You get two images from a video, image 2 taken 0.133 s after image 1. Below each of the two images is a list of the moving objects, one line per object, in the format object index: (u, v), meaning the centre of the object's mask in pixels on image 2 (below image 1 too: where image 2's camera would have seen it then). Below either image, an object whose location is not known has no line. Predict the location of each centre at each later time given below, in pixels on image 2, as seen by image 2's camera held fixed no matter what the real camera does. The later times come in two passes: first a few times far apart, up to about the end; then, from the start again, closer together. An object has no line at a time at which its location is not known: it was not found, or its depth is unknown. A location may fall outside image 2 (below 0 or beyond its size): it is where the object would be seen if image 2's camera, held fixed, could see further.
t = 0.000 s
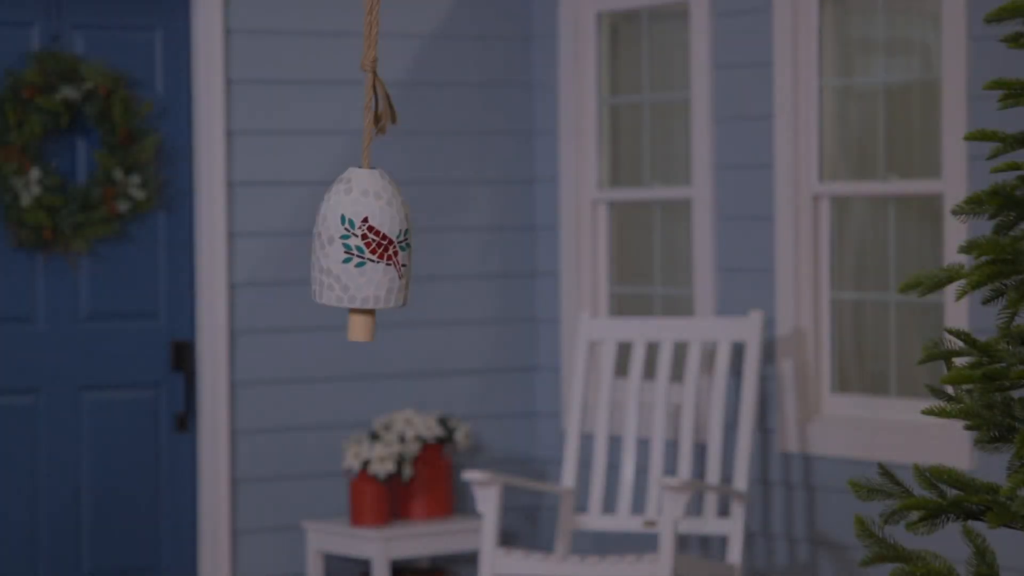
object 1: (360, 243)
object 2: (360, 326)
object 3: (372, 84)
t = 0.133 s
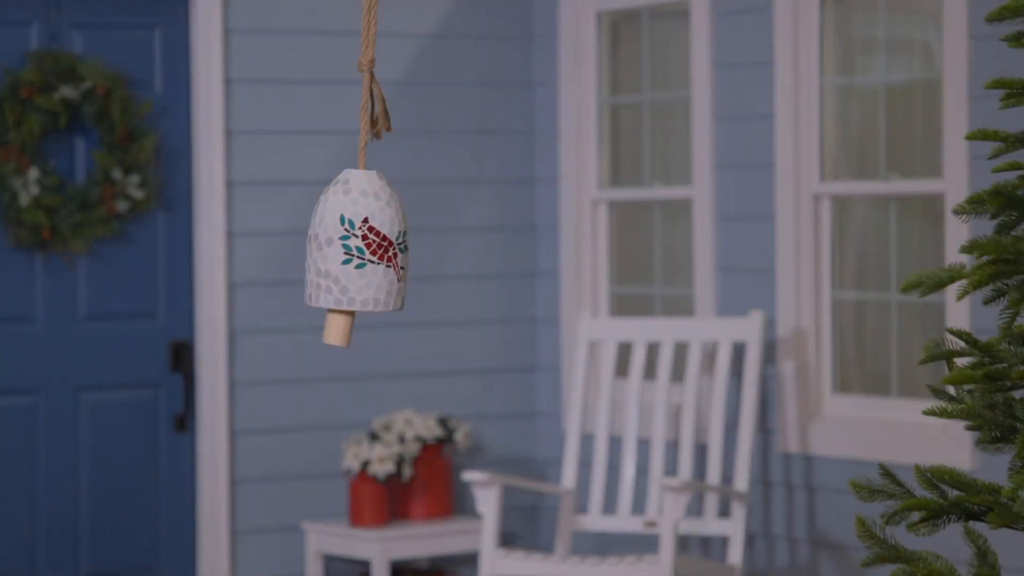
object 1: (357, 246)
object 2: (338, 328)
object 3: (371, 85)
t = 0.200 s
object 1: (360, 245)
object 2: (338, 326)
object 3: (376, 86)
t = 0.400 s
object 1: (386, 236)
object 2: (382, 318)
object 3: (394, 85)
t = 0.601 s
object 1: (431, 239)
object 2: (445, 318)
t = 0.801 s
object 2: (465, 324)
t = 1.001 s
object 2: (464, 326)
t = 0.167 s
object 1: (358, 245)
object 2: (337, 327)
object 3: (373, 86)
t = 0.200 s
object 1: (360, 245)
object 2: (338, 326)
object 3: (376, 86)
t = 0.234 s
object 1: (363, 243)
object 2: (340, 325)
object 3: (379, 87)
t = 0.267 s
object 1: (366, 242)
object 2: (345, 324)
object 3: (382, 87)
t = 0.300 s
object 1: (371, 240)
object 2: (353, 324)
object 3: (386, 87)
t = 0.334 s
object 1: (376, 239)
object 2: (362, 322)
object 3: (389, 85)
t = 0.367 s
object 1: (380, 237)
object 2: (370, 321)
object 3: (391, 86)
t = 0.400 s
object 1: (386, 236)
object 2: (382, 318)
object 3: (394, 85)
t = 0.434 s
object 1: (394, 237)
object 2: (394, 318)
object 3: (398, 87)
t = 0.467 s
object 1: (402, 238)
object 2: (407, 318)
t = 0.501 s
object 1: (408, 236)
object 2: (417, 316)
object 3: (406, 88)
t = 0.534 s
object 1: (417, 237)
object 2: (428, 317)
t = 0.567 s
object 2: (438, 318)
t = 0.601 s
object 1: (431, 239)
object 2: (445, 318)
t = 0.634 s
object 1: (437, 240)
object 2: (451, 319)
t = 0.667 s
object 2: (457, 321)
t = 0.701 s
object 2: (460, 322)
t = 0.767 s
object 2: (464, 322)
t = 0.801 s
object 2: (465, 324)
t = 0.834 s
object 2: (465, 324)
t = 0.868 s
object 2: (465, 325)
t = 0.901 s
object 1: (467, 241)
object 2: (464, 324)
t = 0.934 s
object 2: (464, 325)
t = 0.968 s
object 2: (463, 326)
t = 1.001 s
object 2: (464, 326)
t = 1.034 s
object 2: (463, 326)
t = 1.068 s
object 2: (462, 325)
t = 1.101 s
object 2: (461, 325)
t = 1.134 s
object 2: (458, 325)
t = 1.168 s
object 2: (454, 323)
